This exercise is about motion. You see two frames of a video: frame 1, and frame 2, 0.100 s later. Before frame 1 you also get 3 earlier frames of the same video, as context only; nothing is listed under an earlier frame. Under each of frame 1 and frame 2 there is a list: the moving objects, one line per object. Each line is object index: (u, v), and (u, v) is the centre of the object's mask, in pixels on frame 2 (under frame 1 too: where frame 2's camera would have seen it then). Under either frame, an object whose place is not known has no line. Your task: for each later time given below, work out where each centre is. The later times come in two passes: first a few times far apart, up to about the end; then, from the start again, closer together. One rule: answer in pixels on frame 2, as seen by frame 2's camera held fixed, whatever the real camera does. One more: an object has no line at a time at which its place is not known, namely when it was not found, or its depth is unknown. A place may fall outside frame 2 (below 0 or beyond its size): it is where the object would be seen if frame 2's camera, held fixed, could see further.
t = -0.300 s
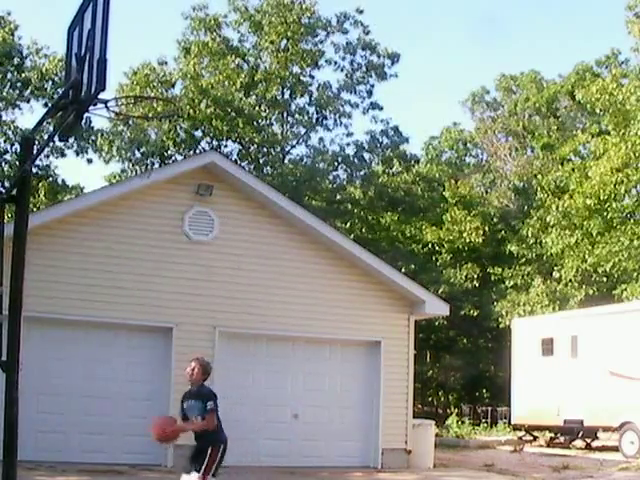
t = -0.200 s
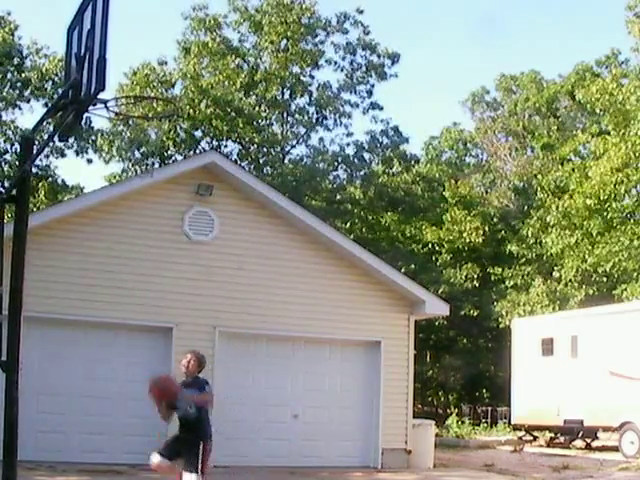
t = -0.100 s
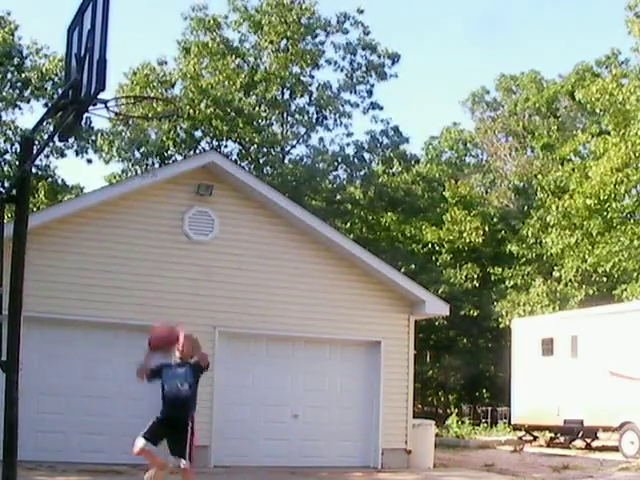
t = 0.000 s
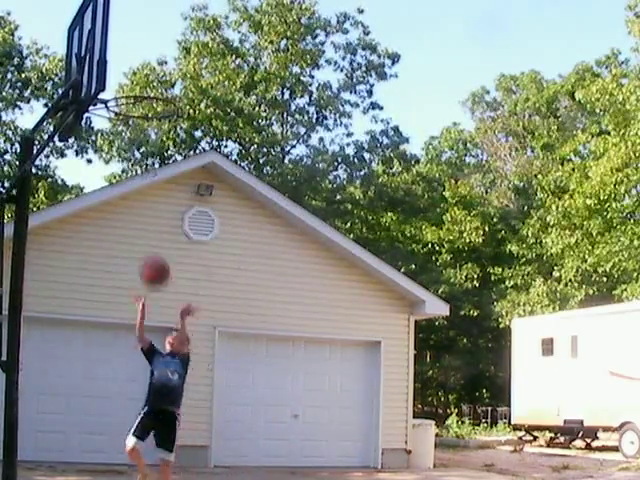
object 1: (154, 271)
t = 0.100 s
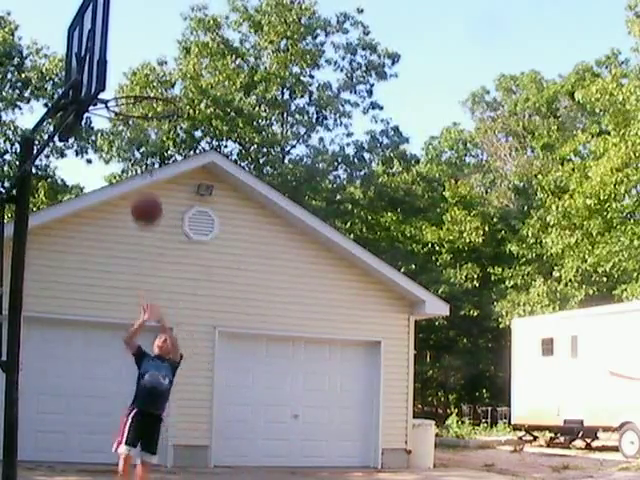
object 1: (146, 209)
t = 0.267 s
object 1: (130, 130)
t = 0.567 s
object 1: (112, 65)
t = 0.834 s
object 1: (154, 126)
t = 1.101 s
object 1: (158, 198)
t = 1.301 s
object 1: (154, 313)
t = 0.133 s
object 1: (143, 191)
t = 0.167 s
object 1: (141, 174)
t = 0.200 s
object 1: (139, 159)
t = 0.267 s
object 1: (130, 130)
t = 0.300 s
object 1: (128, 117)
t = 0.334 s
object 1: (124, 106)
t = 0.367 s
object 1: (120, 96)
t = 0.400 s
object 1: (116, 86)
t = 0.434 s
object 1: (114, 78)
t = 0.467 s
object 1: (113, 72)
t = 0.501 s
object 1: (111, 67)
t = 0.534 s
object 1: (109, 64)
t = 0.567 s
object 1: (112, 65)
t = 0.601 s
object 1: (114, 67)
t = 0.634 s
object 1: (119, 72)
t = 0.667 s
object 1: (124, 78)
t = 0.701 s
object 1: (129, 86)
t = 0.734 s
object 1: (136, 95)
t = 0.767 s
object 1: (142, 107)
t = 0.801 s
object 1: (148, 116)
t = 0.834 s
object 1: (154, 126)
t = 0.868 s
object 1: (156, 132)
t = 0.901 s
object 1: (158, 138)
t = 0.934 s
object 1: (158, 144)
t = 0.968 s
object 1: (158, 152)
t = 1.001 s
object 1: (159, 162)
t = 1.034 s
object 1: (158, 172)
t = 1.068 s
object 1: (158, 184)
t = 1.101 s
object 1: (158, 198)
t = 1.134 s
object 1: (157, 213)
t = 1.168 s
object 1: (157, 229)
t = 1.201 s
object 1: (156, 247)
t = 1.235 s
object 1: (156, 268)
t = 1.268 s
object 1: (155, 289)
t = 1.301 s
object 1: (154, 313)
